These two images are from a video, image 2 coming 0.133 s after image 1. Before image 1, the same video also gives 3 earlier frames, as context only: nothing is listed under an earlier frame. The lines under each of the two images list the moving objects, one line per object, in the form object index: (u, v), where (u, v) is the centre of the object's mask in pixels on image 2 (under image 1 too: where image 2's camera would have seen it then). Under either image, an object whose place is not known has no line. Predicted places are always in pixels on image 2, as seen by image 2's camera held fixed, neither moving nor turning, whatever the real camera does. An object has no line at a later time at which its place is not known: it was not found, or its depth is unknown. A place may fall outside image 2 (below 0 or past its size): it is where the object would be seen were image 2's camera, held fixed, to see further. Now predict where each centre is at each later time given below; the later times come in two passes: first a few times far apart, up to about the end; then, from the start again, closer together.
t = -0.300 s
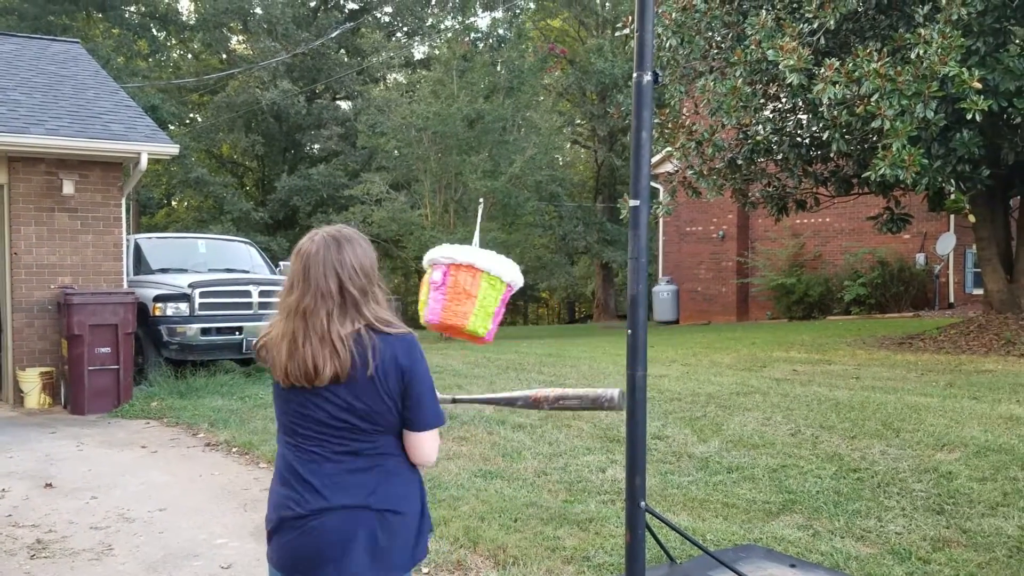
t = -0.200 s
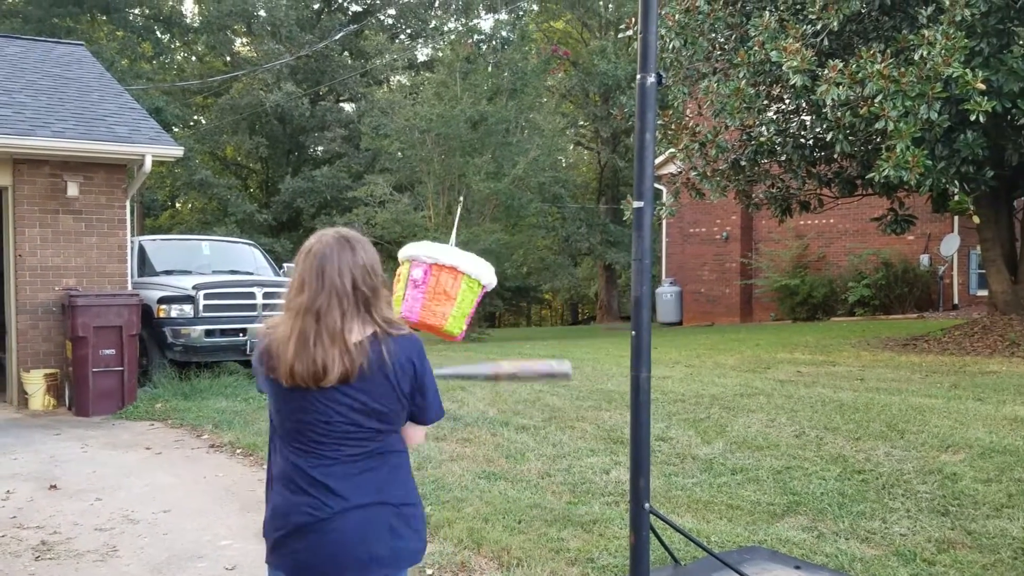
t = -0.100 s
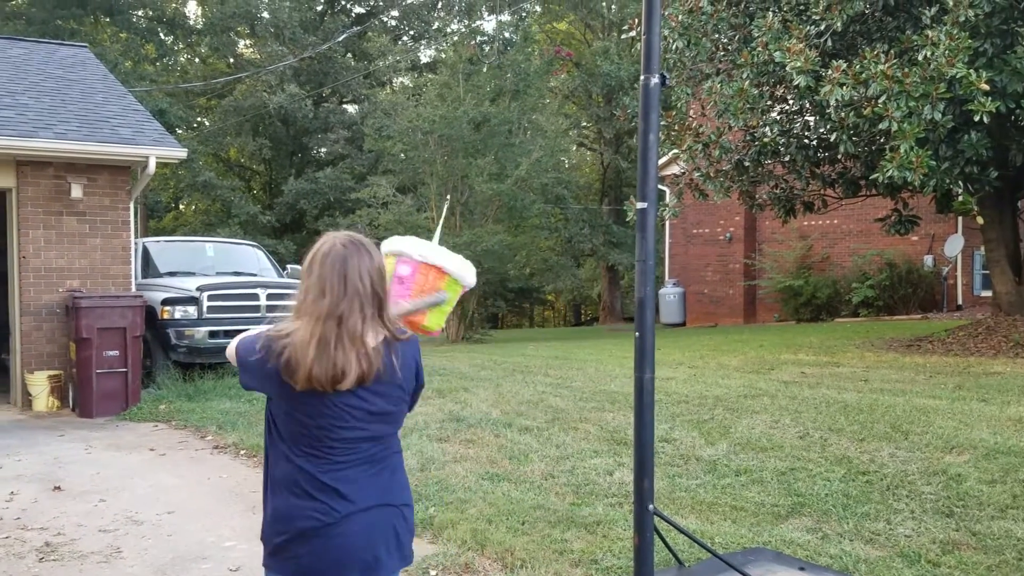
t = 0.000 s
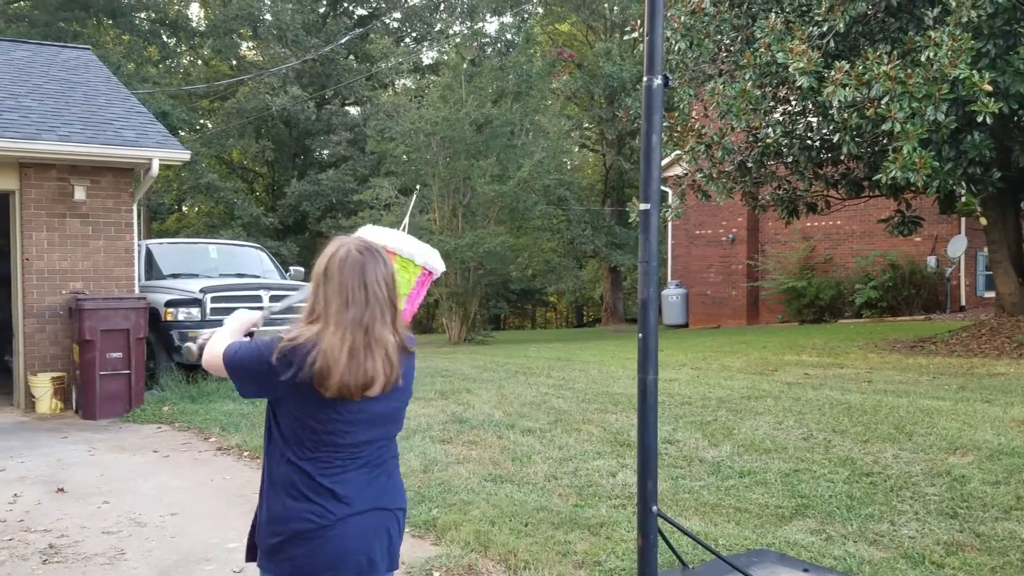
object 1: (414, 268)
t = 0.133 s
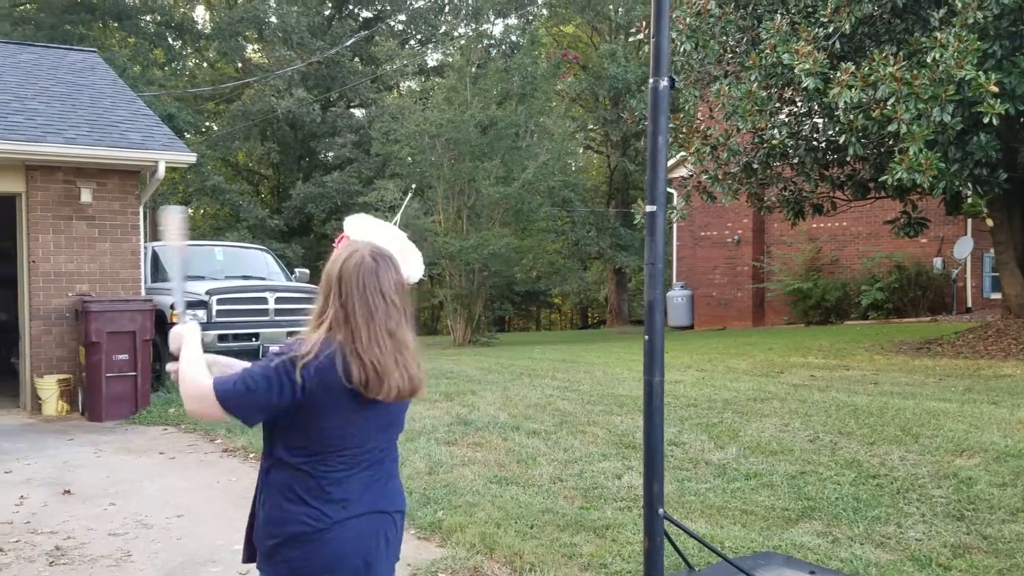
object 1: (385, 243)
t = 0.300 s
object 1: (380, 237)
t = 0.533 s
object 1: (407, 269)
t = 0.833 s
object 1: (522, 299)
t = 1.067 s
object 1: (624, 290)
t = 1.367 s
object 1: (713, 256)
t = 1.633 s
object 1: (706, 257)
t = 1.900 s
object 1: (612, 293)
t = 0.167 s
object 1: (382, 240)
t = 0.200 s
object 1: (378, 238)
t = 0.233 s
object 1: (377, 236)
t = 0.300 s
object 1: (380, 237)
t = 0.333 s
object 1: (382, 239)
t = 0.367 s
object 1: (386, 243)
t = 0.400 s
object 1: (389, 248)
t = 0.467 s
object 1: (394, 260)
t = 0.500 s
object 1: (399, 265)
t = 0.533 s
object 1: (407, 269)
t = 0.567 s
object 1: (418, 274)
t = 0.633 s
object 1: (441, 282)
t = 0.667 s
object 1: (452, 286)
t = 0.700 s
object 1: (463, 290)
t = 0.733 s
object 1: (477, 293)
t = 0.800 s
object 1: (506, 297)
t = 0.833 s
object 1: (522, 299)
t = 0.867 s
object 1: (538, 300)
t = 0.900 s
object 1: (554, 300)
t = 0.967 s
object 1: (583, 298)
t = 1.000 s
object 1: (597, 296)
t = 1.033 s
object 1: (611, 293)
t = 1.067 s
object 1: (624, 290)
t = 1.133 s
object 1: (652, 283)
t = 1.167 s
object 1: (665, 279)
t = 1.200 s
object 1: (676, 274)
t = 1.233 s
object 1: (686, 269)
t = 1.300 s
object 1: (703, 262)
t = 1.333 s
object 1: (708, 259)
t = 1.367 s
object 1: (713, 256)
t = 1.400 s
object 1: (717, 254)
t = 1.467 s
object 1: (722, 250)
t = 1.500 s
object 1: (723, 249)
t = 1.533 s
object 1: (721, 250)
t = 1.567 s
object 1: (718, 251)
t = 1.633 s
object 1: (706, 257)
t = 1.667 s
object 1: (697, 261)
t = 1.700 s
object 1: (688, 265)
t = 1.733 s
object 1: (678, 269)
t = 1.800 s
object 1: (655, 278)
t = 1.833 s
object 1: (642, 283)
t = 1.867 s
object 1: (628, 288)
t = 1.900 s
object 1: (612, 293)
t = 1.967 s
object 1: (581, 299)
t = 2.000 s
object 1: (564, 302)
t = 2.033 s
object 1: (548, 305)
